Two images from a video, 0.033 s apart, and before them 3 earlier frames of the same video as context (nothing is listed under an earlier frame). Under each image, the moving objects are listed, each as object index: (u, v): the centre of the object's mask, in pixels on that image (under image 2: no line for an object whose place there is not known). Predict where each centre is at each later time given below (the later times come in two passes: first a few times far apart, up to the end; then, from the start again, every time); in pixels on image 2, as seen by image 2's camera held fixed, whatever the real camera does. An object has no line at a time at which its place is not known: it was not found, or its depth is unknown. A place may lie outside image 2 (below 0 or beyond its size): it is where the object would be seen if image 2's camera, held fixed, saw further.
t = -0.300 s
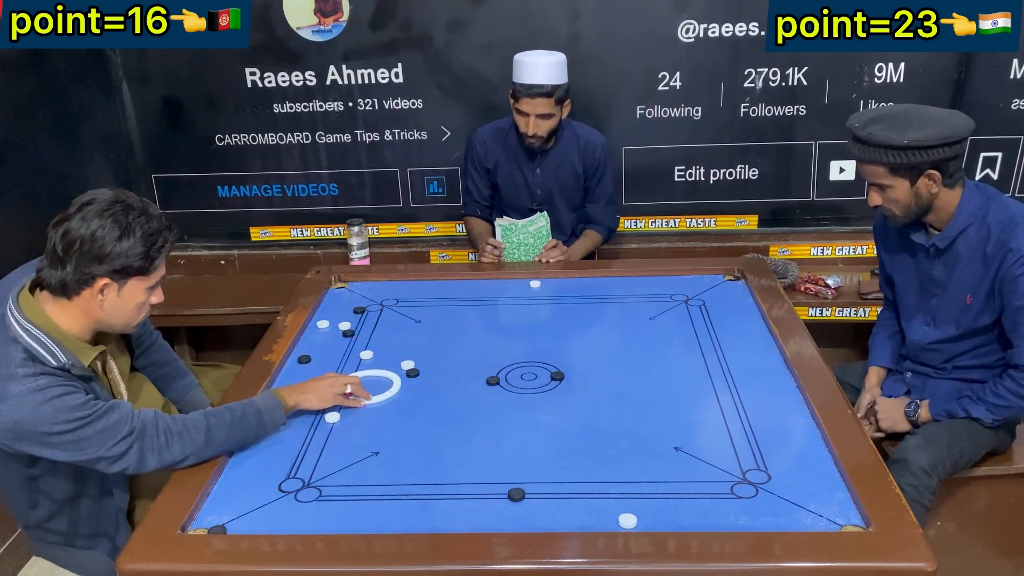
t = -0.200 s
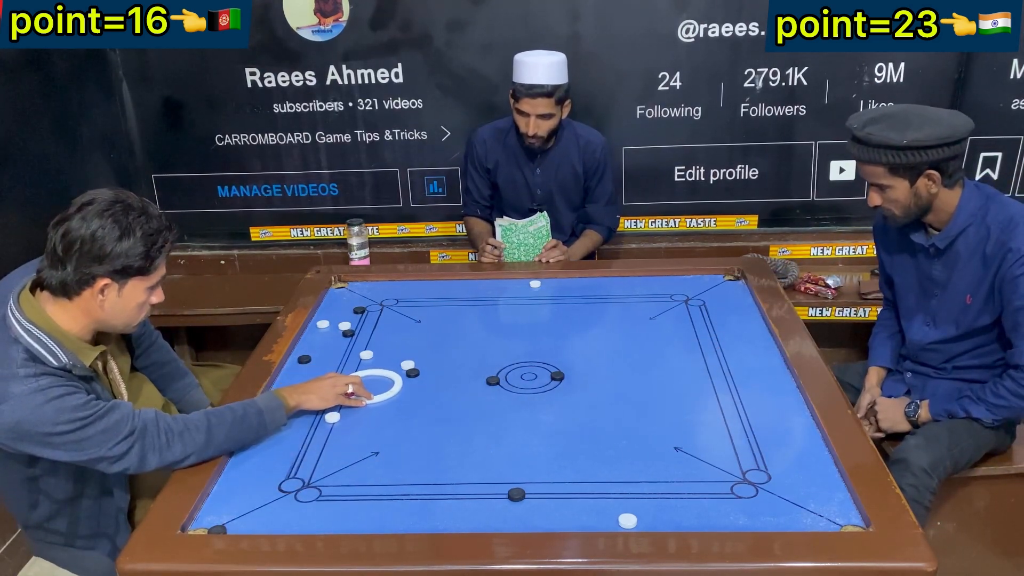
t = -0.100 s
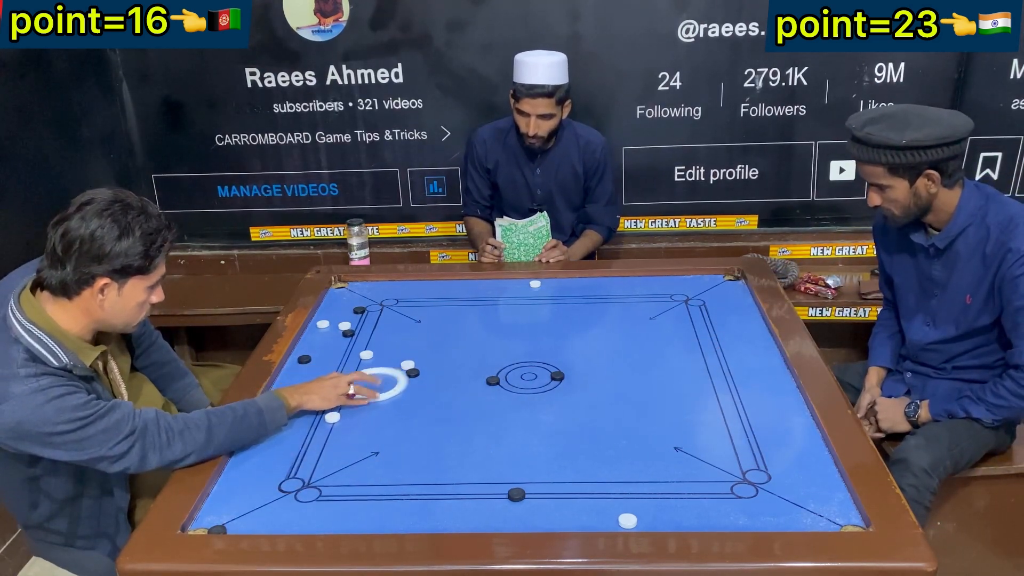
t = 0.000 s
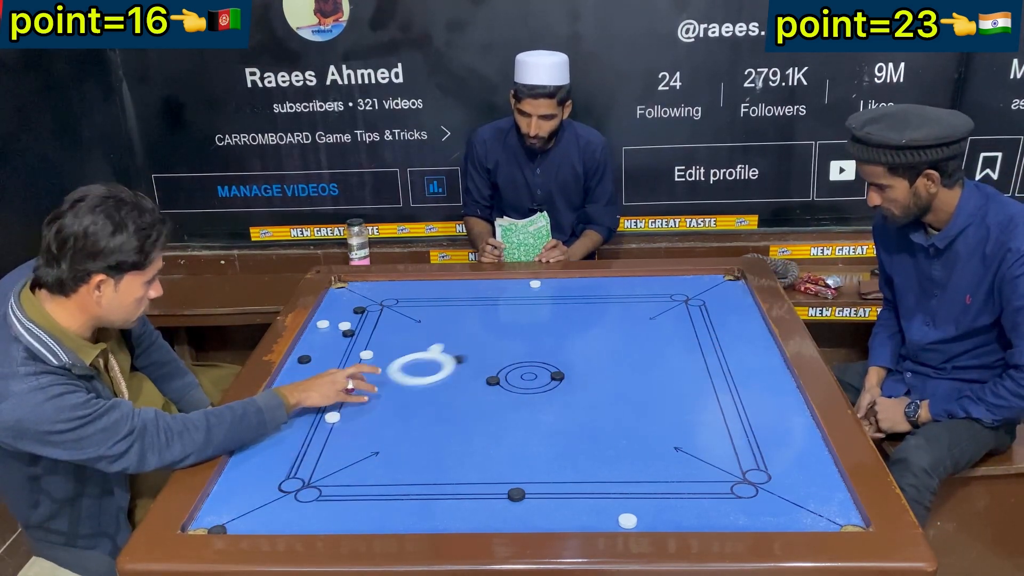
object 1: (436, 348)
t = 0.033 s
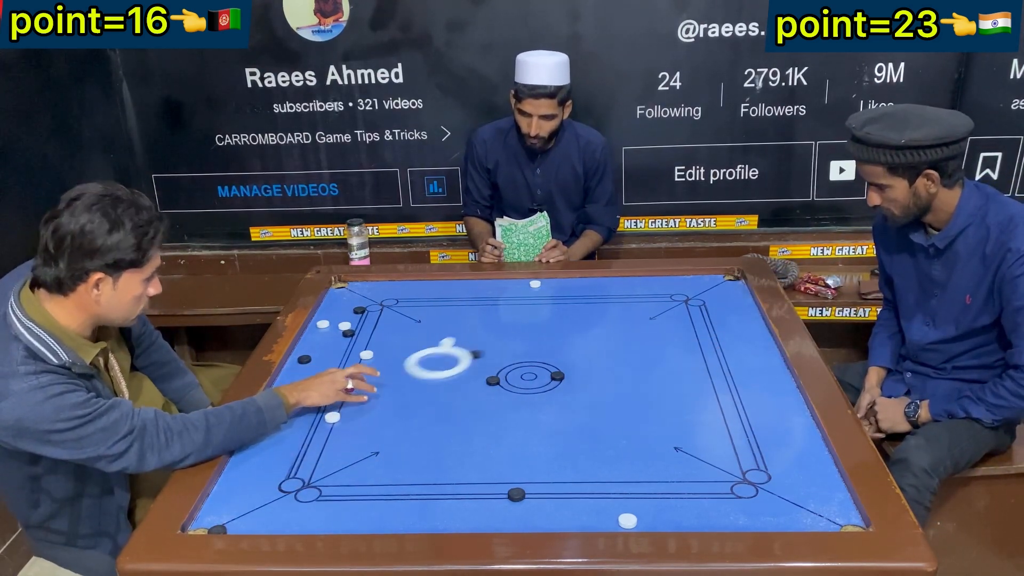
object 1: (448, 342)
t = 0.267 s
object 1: (516, 304)
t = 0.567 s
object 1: (580, 287)
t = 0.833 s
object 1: (625, 311)
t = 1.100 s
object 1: (665, 340)
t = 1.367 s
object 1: (683, 390)
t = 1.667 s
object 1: (705, 458)
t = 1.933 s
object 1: (727, 524)
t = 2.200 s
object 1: (706, 493)
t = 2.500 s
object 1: (682, 452)
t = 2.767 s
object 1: (665, 424)
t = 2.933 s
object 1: (656, 409)
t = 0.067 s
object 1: (458, 336)
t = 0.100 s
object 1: (468, 330)
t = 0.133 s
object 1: (479, 325)
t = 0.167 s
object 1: (489, 319)
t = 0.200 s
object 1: (498, 314)
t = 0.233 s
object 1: (507, 309)
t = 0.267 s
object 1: (516, 304)
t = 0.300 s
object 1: (525, 299)
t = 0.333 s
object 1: (534, 294)
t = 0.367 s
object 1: (541, 290)
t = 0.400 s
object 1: (550, 286)
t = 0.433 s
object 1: (557, 281)
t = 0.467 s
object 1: (564, 279)
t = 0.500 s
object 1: (570, 281)
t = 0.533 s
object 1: (575, 284)
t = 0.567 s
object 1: (580, 287)
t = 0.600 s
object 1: (586, 290)
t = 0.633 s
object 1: (592, 293)
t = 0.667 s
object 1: (597, 296)
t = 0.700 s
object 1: (603, 299)
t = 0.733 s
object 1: (608, 302)
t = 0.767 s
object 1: (613, 305)
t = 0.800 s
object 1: (619, 308)
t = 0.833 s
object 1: (625, 311)
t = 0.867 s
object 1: (630, 315)
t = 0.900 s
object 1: (636, 318)
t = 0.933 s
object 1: (642, 321)
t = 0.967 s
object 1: (648, 324)
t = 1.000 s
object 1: (653, 327)
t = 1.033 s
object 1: (659, 330)
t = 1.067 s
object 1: (663, 335)
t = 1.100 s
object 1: (665, 340)
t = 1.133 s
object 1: (668, 346)
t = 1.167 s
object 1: (670, 352)
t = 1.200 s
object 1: (672, 358)
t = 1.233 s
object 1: (674, 364)
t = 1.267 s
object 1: (676, 370)
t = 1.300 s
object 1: (678, 377)
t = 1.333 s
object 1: (681, 383)
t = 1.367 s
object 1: (683, 390)
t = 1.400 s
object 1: (685, 397)
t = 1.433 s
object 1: (687, 404)
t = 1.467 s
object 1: (690, 411)
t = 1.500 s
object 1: (692, 418)
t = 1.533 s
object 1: (694, 425)
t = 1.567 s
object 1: (697, 433)
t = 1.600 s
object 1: (699, 440)
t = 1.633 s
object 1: (702, 448)
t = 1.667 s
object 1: (705, 458)
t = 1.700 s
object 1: (707, 465)
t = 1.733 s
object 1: (710, 473)
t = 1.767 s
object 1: (712, 482)
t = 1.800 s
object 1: (715, 490)
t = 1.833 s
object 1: (718, 499)
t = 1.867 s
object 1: (721, 508)
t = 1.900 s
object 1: (724, 517)
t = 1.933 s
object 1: (727, 524)
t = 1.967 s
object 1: (728, 528)
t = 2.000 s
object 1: (725, 525)
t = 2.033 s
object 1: (721, 520)
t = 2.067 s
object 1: (718, 514)
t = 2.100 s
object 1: (715, 509)
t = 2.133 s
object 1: (712, 503)
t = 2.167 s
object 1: (709, 498)
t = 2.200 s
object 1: (706, 493)
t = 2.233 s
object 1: (703, 488)
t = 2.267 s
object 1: (700, 482)
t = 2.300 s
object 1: (697, 478)
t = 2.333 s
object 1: (695, 473)
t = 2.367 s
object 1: (692, 468)
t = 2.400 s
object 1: (689, 464)
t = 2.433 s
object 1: (687, 460)
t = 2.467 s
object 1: (685, 457)
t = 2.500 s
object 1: (682, 452)
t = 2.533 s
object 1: (680, 449)
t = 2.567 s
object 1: (678, 445)
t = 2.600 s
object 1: (676, 441)
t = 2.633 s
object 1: (674, 438)
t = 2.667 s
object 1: (672, 434)
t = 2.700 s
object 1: (669, 431)
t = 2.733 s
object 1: (667, 428)
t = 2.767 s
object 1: (665, 424)
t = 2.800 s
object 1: (664, 421)
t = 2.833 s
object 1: (661, 418)
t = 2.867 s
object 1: (660, 415)
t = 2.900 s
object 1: (658, 412)
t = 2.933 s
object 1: (656, 409)
